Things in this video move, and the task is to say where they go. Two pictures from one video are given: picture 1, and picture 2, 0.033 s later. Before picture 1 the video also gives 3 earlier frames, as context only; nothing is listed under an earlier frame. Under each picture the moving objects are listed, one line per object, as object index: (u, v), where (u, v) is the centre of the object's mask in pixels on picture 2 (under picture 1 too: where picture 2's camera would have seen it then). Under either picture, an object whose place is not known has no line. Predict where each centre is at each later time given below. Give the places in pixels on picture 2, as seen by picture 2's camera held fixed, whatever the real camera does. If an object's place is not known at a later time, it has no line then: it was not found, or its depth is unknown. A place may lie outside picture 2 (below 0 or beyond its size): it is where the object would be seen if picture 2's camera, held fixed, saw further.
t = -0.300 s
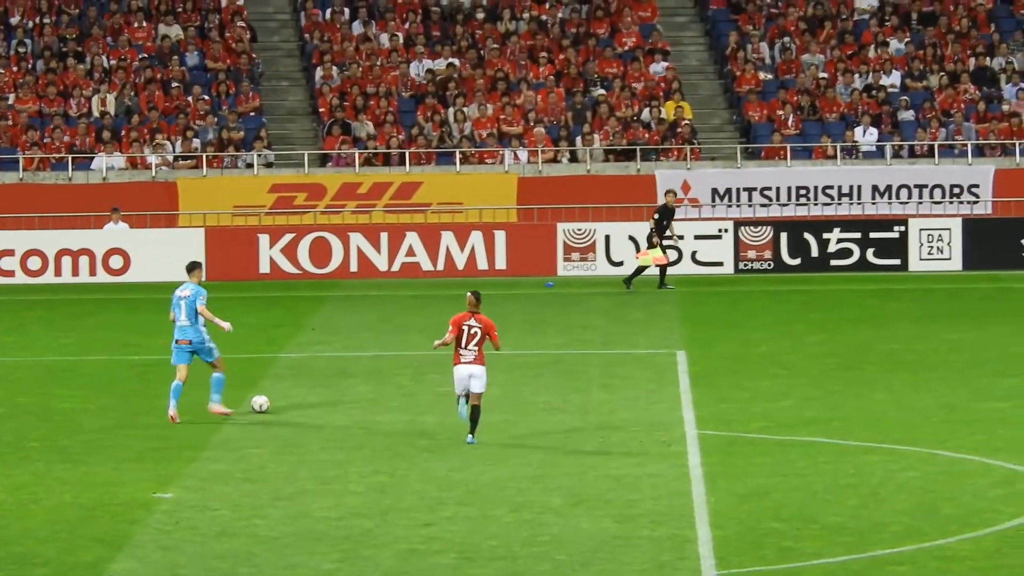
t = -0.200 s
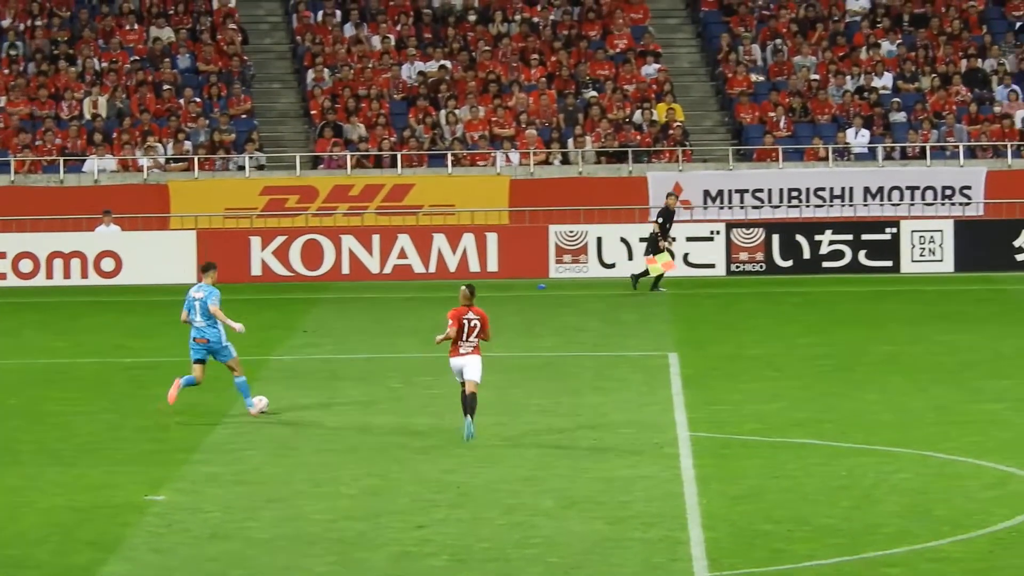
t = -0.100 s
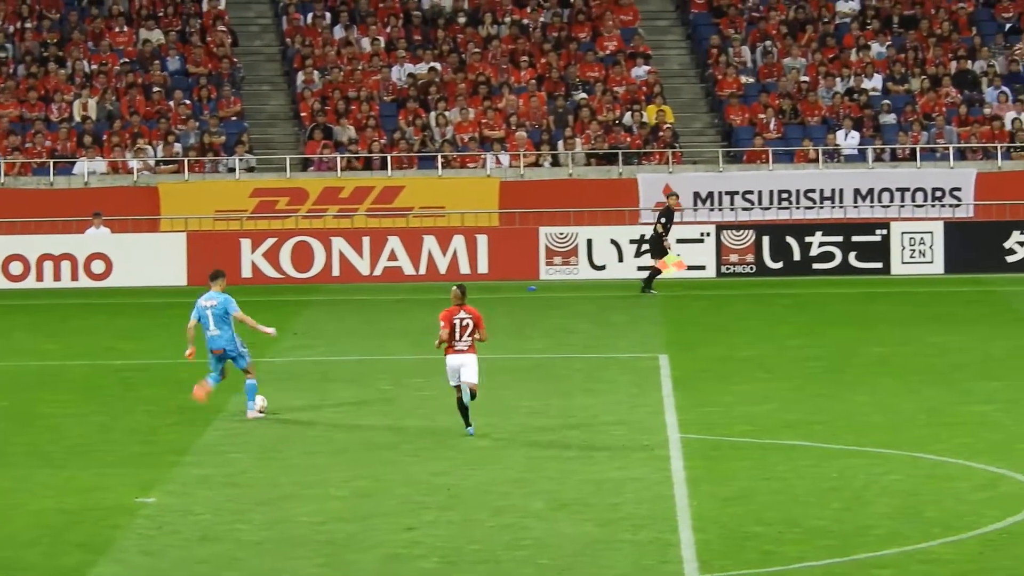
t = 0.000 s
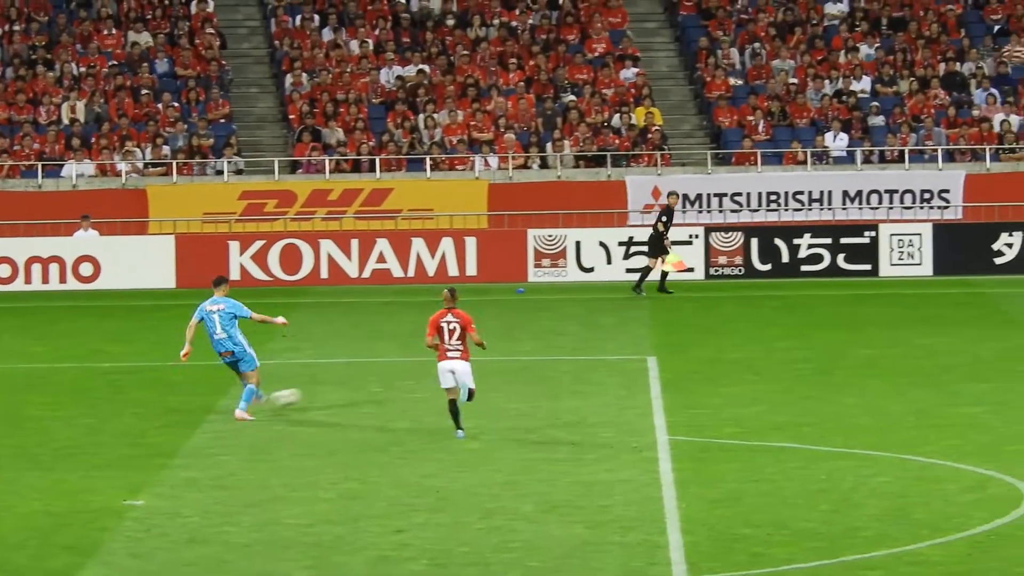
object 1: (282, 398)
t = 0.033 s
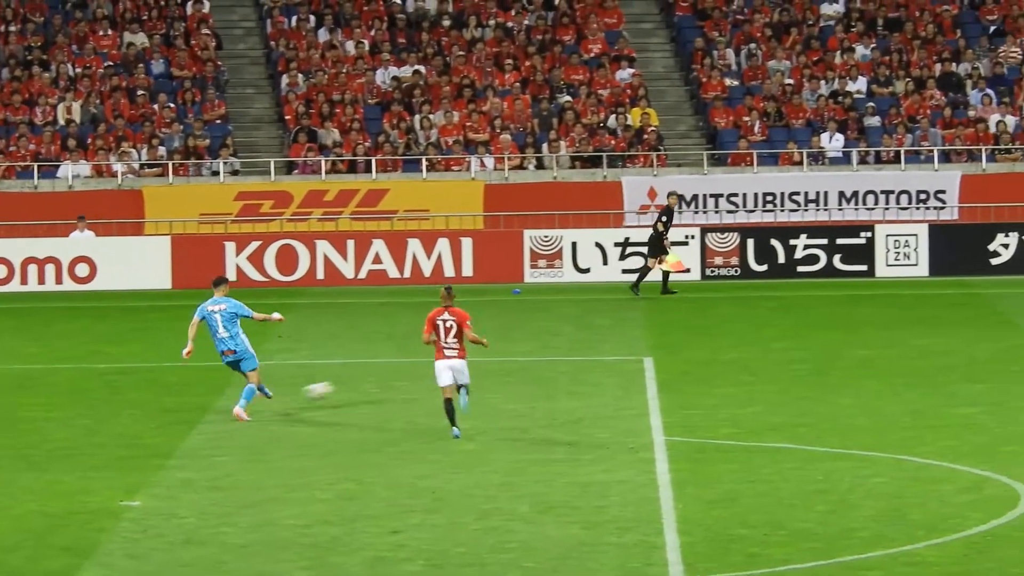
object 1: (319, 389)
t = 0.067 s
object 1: (357, 383)
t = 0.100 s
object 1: (392, 378)
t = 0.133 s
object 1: (427, 374)
